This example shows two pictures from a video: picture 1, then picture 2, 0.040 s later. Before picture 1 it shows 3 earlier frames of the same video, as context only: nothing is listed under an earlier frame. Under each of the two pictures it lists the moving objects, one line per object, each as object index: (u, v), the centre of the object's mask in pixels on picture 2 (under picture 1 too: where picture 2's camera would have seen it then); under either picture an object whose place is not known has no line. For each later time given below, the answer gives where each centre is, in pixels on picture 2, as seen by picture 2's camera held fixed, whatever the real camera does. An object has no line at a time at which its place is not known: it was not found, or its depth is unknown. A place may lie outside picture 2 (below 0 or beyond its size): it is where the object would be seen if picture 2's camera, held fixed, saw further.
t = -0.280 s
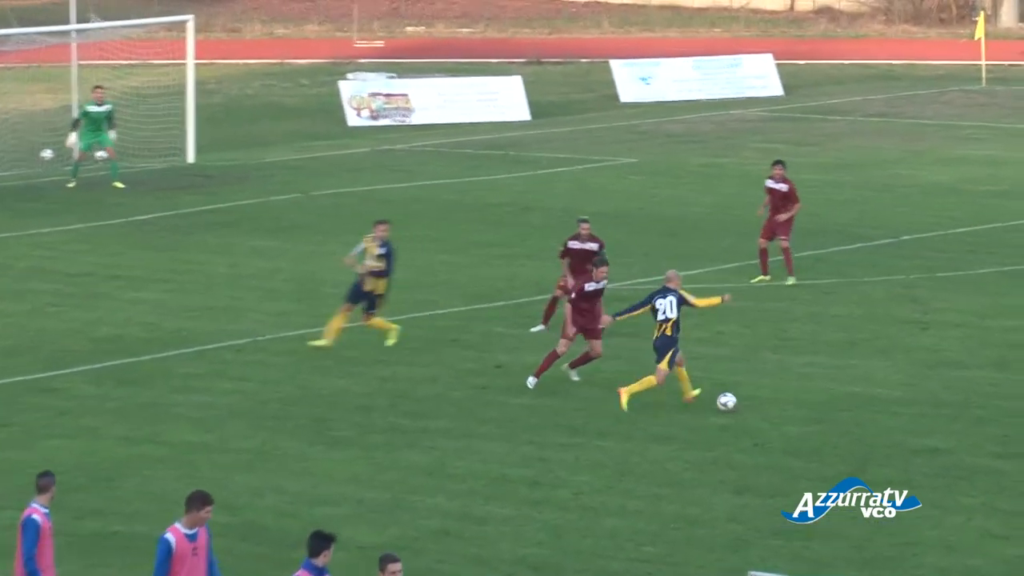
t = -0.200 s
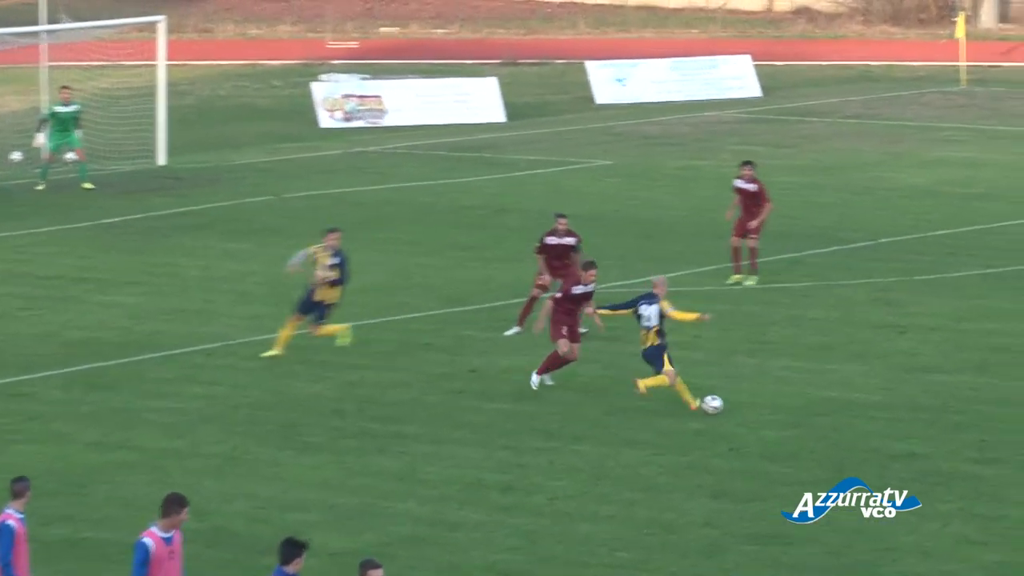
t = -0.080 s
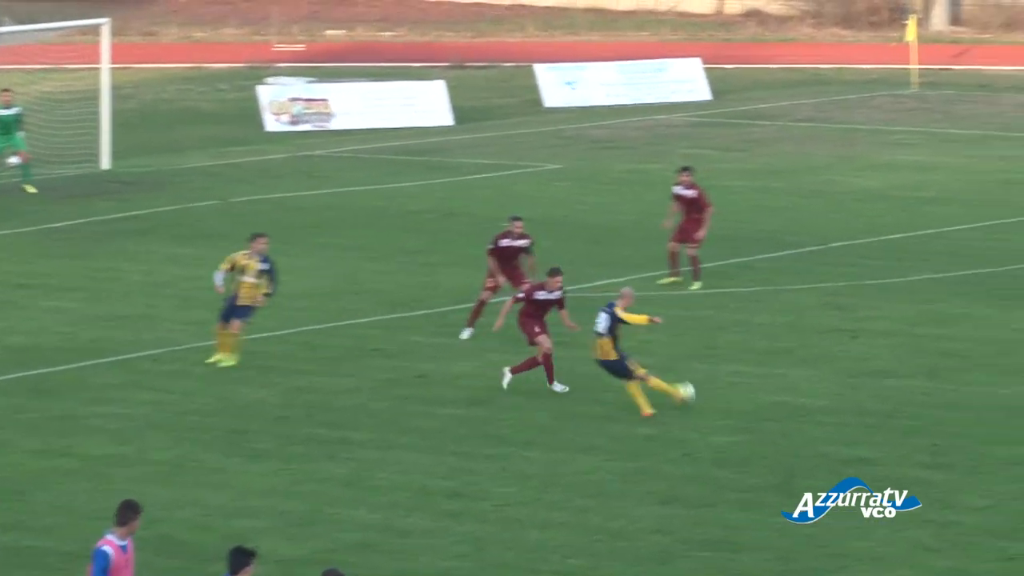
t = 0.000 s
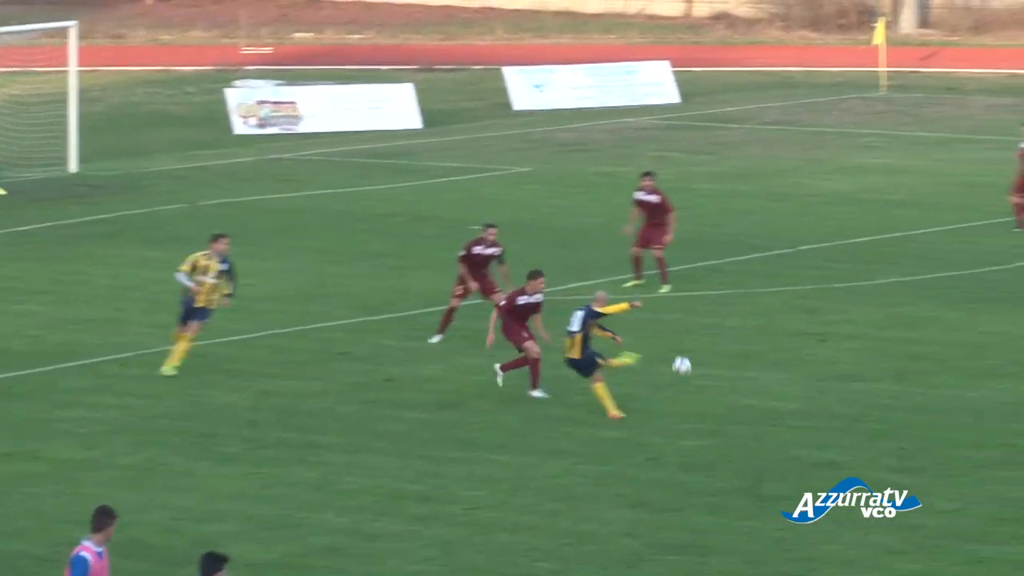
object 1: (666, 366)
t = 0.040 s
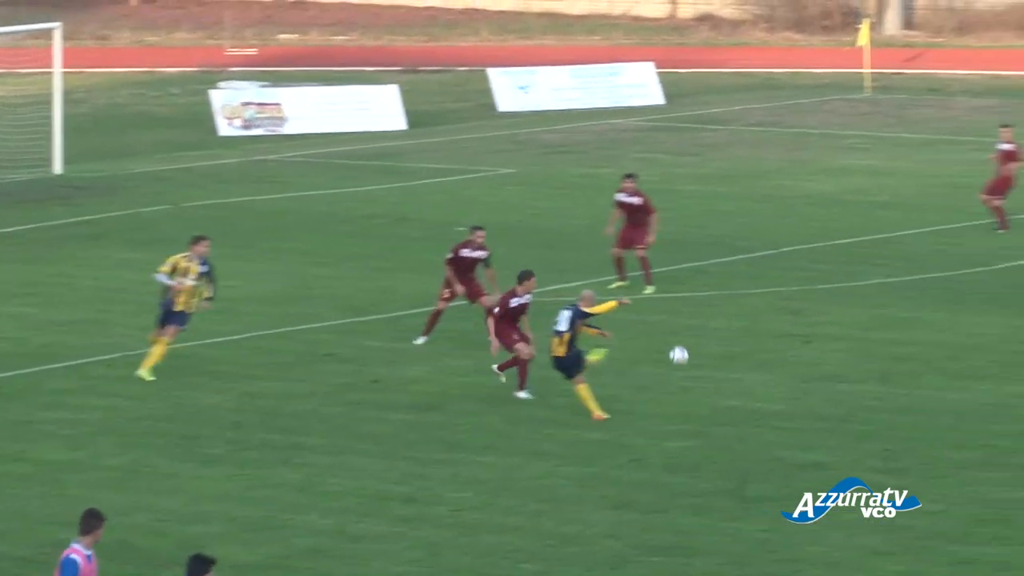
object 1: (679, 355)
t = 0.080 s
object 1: (690, 345)
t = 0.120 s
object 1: (699, 338)
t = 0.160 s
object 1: (707, 332)
